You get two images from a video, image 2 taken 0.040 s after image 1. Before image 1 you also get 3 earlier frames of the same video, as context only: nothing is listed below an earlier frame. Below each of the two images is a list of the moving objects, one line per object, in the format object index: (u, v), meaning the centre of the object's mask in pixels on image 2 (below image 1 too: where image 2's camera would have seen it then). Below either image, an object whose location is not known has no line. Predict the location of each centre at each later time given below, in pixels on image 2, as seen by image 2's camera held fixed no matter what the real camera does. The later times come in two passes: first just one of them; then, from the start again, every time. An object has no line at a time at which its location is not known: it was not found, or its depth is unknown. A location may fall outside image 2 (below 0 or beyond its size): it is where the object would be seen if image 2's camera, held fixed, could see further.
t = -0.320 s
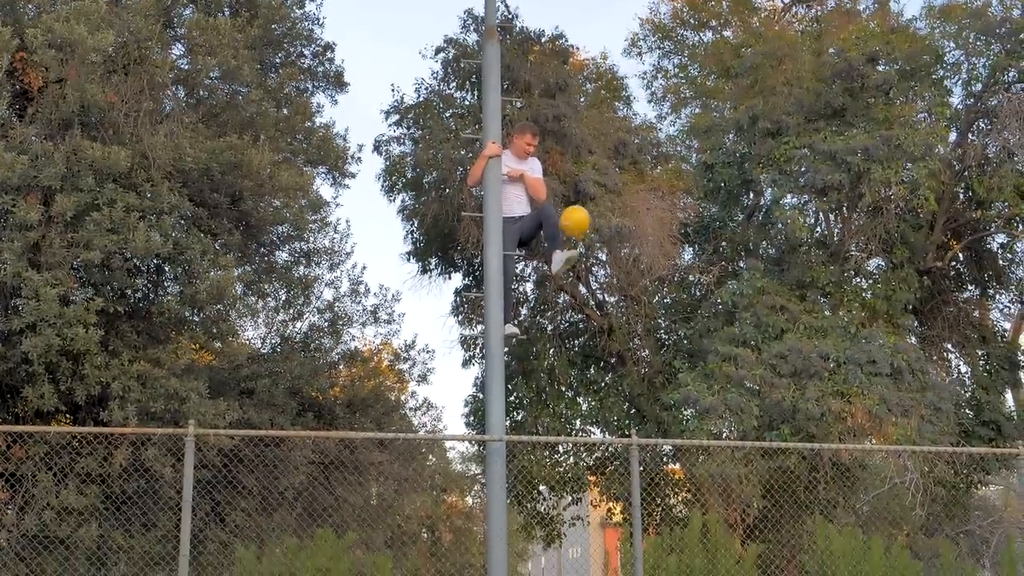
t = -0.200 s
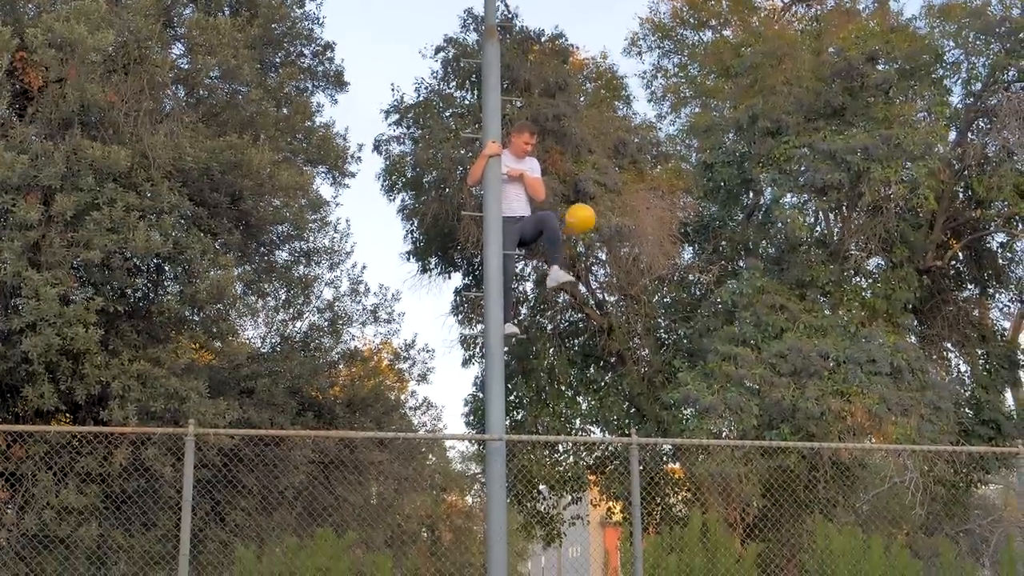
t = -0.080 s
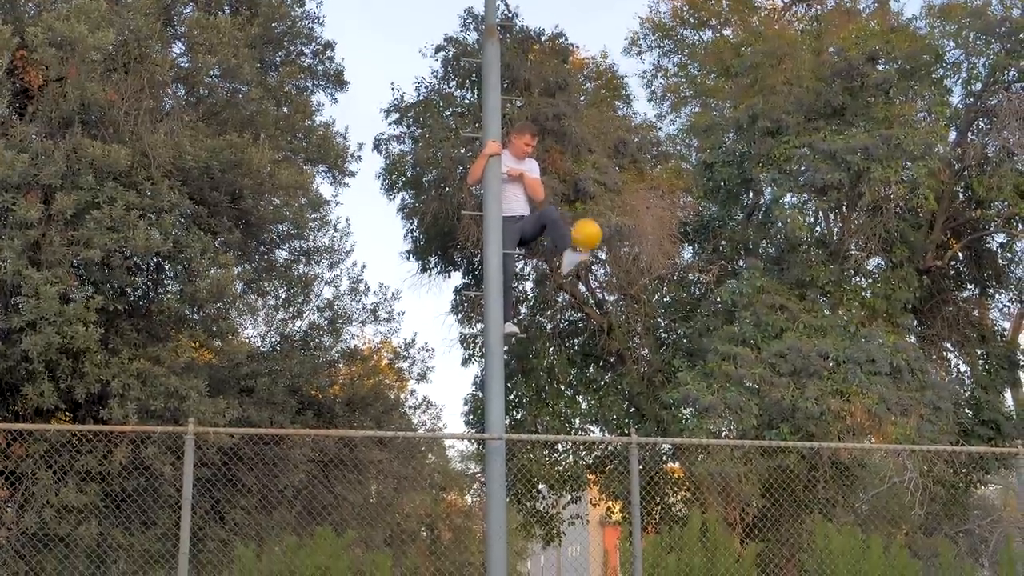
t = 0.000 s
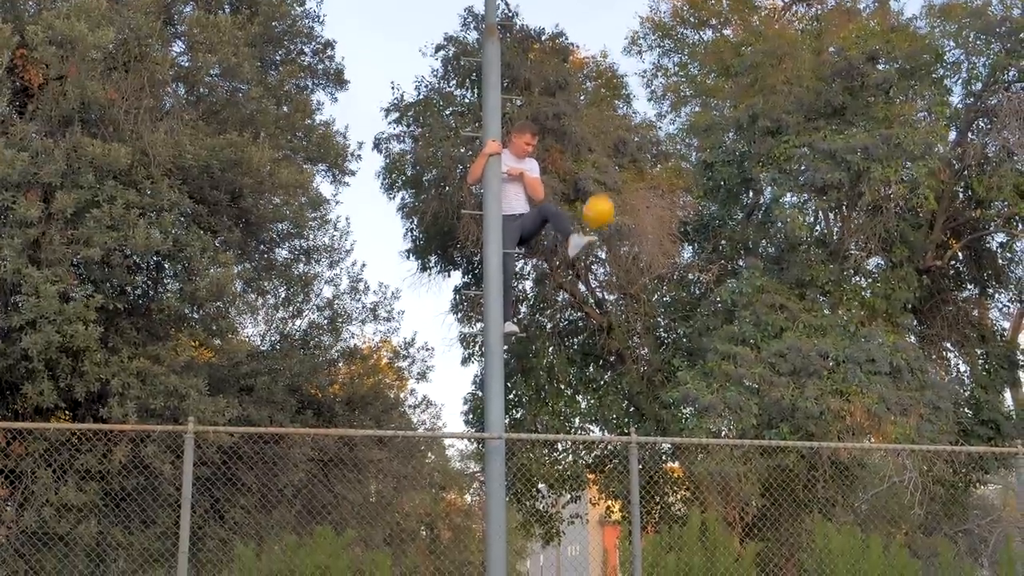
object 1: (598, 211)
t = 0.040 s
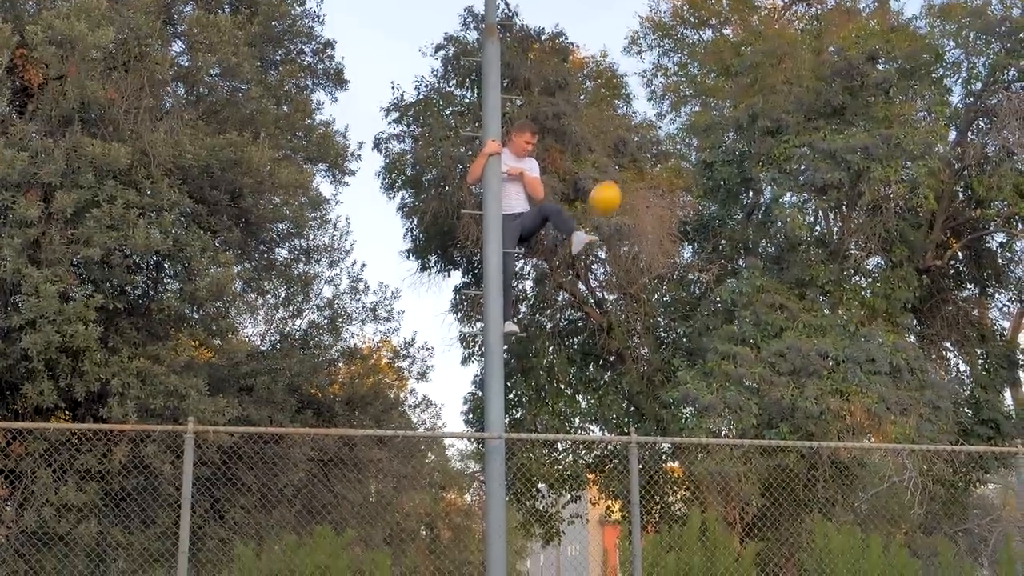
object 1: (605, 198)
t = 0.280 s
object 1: (651, 161)
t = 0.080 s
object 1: (612, 188)
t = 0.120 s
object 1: (620, 177)
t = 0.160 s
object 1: (626, 171)
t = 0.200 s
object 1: (633, 163)
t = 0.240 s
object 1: (641, 160)
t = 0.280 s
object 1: (651, 161)
